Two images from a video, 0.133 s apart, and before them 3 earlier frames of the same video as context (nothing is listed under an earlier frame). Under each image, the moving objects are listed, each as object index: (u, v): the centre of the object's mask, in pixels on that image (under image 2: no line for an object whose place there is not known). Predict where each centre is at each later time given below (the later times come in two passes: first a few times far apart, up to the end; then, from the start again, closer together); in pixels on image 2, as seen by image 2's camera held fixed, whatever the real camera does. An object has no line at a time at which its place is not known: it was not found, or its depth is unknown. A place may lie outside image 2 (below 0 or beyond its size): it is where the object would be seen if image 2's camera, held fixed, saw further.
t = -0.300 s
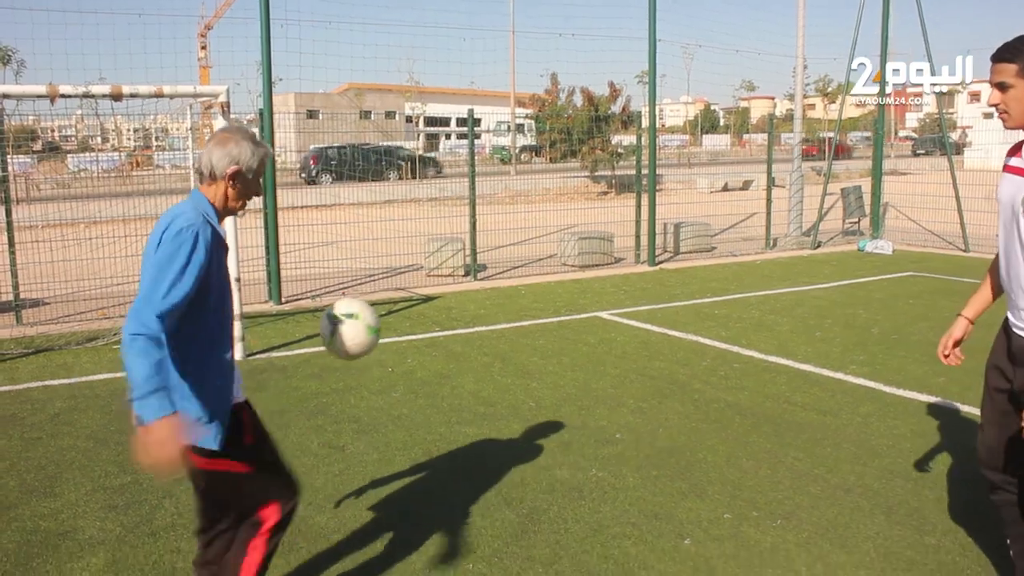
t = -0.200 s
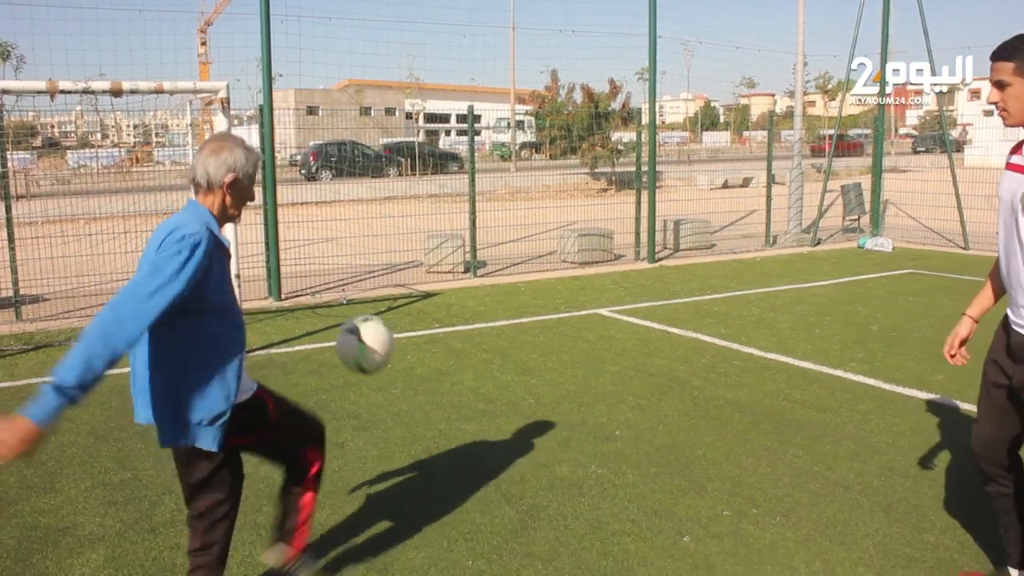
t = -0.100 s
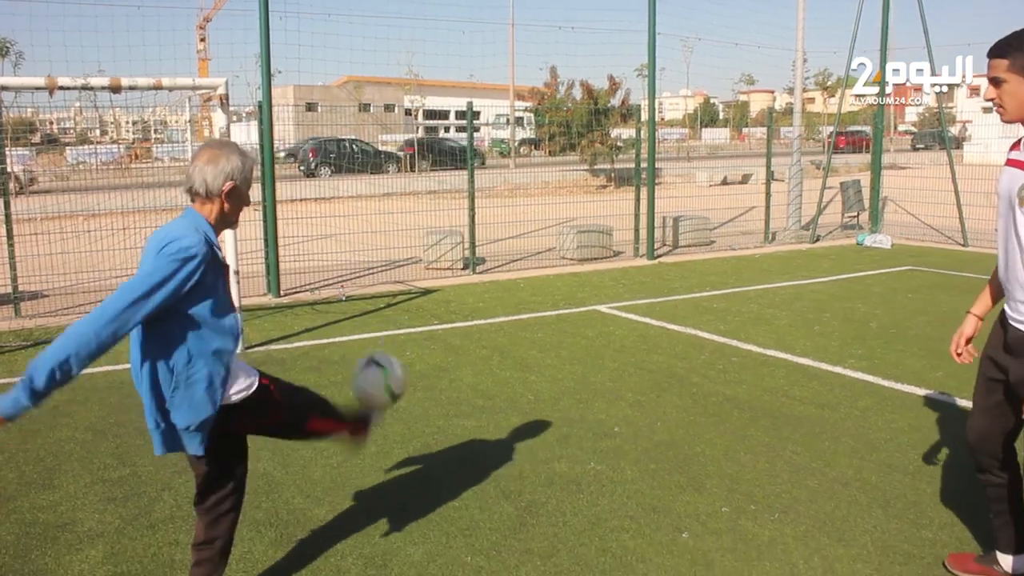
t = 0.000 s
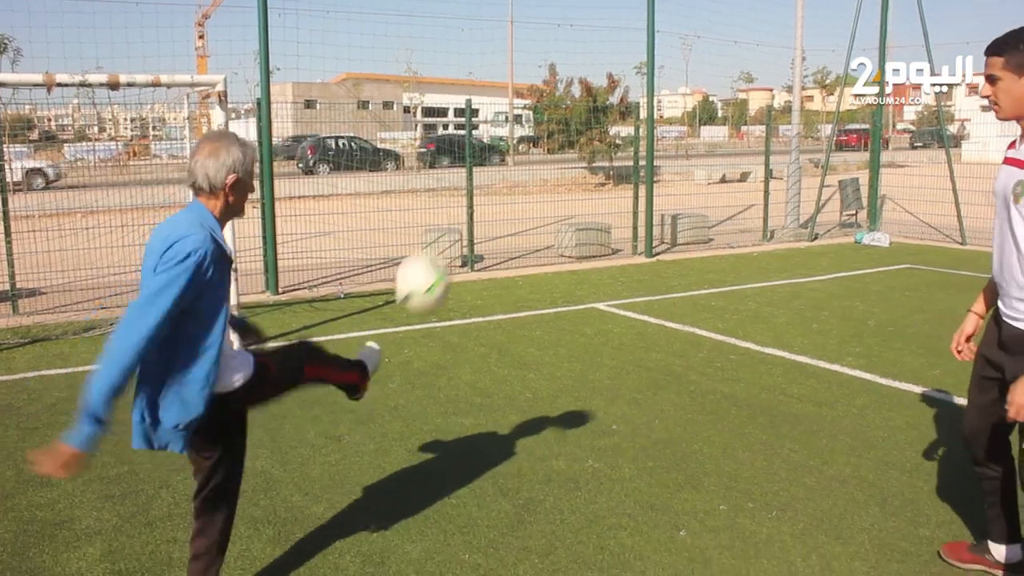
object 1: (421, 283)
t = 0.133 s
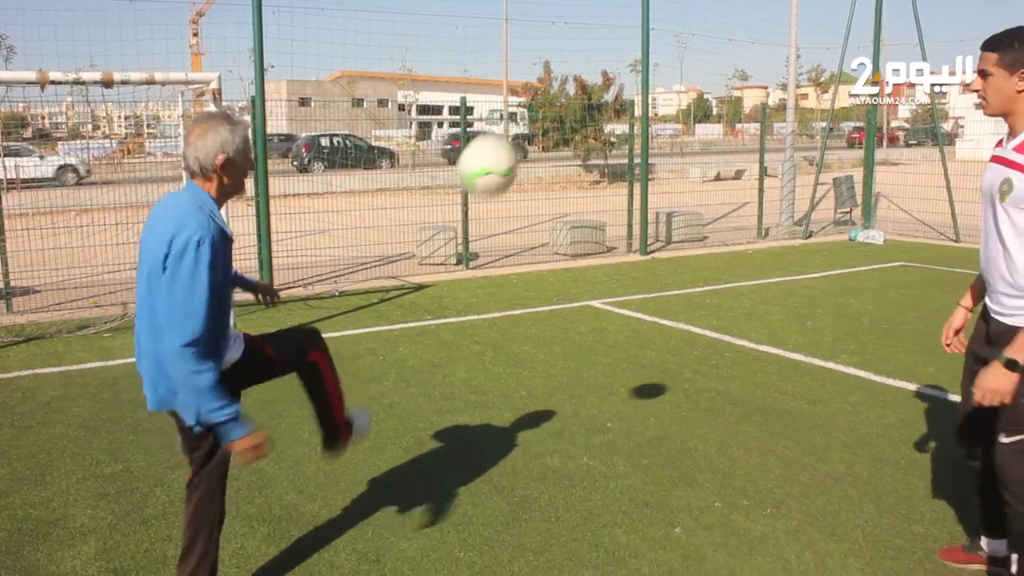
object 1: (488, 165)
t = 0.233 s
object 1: (546, 104)
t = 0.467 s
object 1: (689, 64)
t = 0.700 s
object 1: (843, 190)
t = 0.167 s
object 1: (507, 143)
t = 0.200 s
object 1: (526, 124)
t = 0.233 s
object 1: (546, 104)
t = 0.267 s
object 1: (563, 90)
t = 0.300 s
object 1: (585, 79)
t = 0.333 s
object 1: (604, 69)
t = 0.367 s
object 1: (625, 63)
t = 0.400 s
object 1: (647, 60)
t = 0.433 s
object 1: (668, 61)
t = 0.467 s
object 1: (689, 64)
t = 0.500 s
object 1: (710, 70)
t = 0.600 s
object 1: (776, 115)
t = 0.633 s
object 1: (797, 135)
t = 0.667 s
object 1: (820, 159)
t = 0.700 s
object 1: (843, 190)
